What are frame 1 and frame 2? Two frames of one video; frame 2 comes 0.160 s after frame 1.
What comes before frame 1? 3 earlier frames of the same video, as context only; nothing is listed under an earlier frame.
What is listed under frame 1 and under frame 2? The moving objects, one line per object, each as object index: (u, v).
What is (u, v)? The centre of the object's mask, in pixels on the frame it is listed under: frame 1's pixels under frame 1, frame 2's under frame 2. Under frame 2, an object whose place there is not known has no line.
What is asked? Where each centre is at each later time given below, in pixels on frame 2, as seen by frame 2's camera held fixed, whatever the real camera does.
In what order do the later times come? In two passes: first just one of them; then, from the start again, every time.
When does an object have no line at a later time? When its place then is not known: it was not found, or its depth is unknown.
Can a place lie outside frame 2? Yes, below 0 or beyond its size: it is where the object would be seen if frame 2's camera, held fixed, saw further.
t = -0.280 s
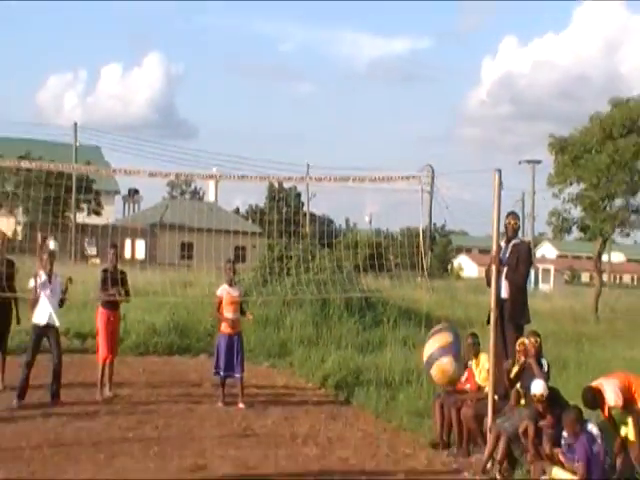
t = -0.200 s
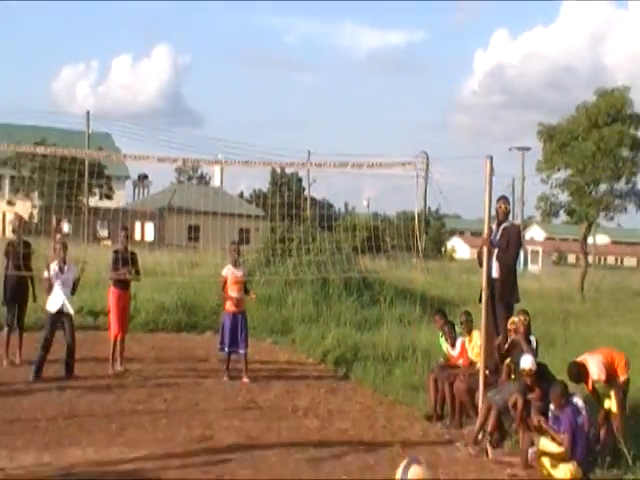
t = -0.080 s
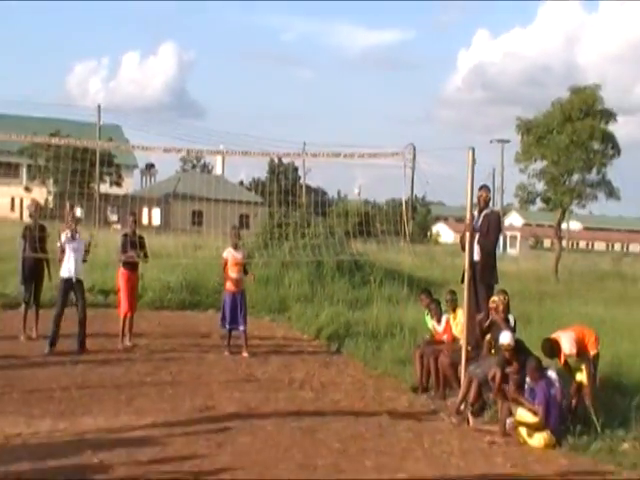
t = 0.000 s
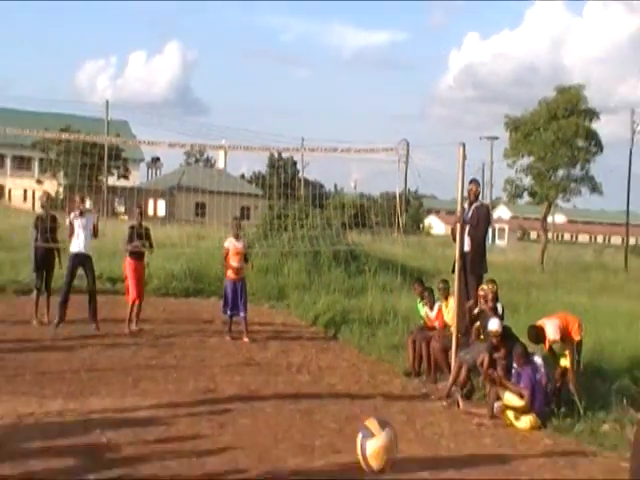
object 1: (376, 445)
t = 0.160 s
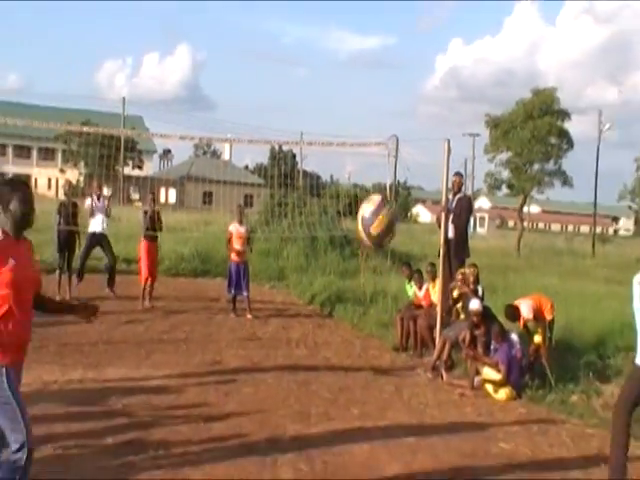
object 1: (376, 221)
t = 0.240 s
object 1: (382, 140)
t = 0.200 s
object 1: (379, 179)
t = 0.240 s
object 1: (382, 140)
